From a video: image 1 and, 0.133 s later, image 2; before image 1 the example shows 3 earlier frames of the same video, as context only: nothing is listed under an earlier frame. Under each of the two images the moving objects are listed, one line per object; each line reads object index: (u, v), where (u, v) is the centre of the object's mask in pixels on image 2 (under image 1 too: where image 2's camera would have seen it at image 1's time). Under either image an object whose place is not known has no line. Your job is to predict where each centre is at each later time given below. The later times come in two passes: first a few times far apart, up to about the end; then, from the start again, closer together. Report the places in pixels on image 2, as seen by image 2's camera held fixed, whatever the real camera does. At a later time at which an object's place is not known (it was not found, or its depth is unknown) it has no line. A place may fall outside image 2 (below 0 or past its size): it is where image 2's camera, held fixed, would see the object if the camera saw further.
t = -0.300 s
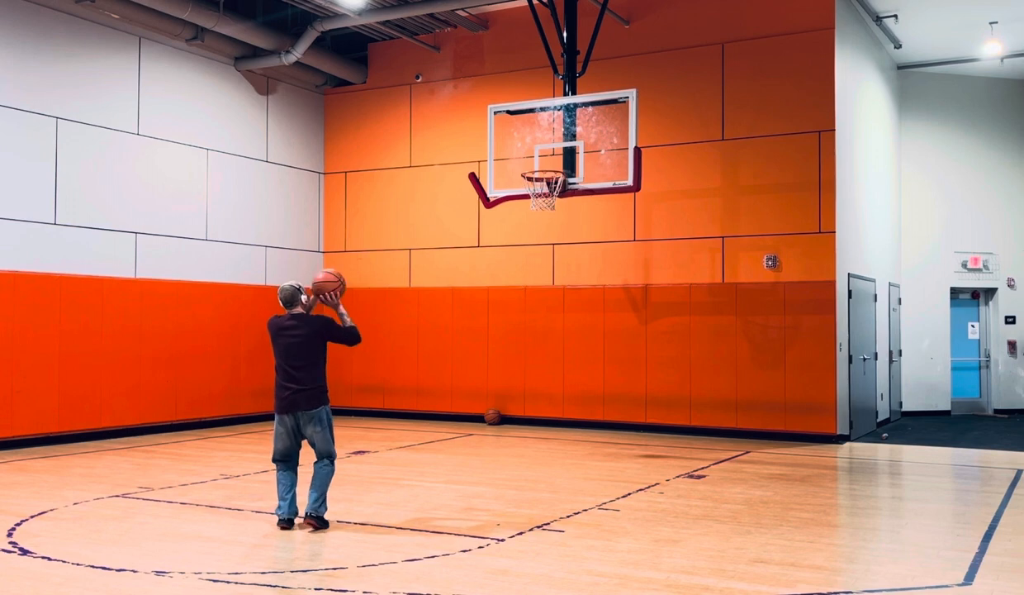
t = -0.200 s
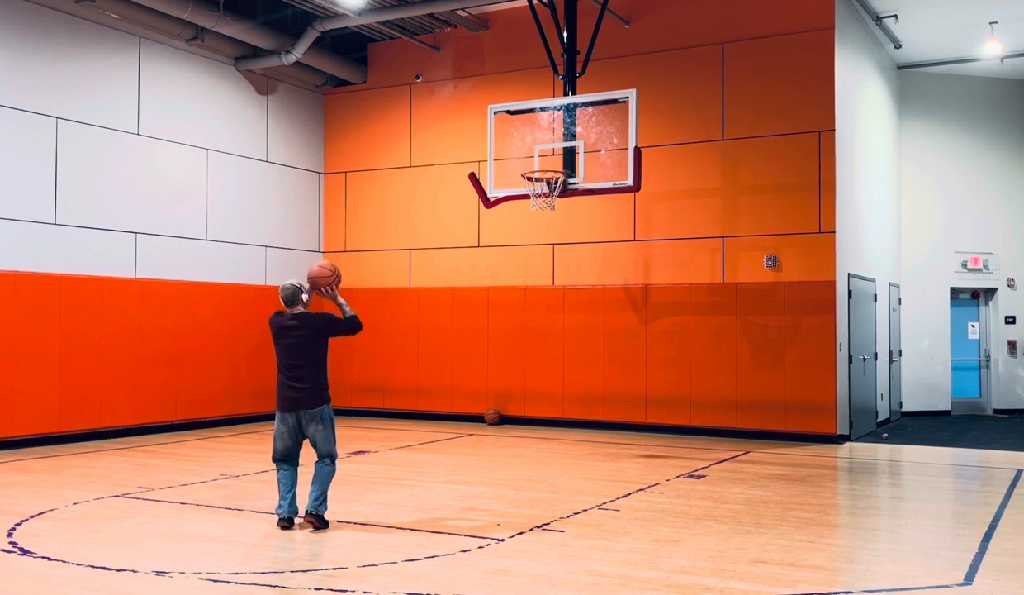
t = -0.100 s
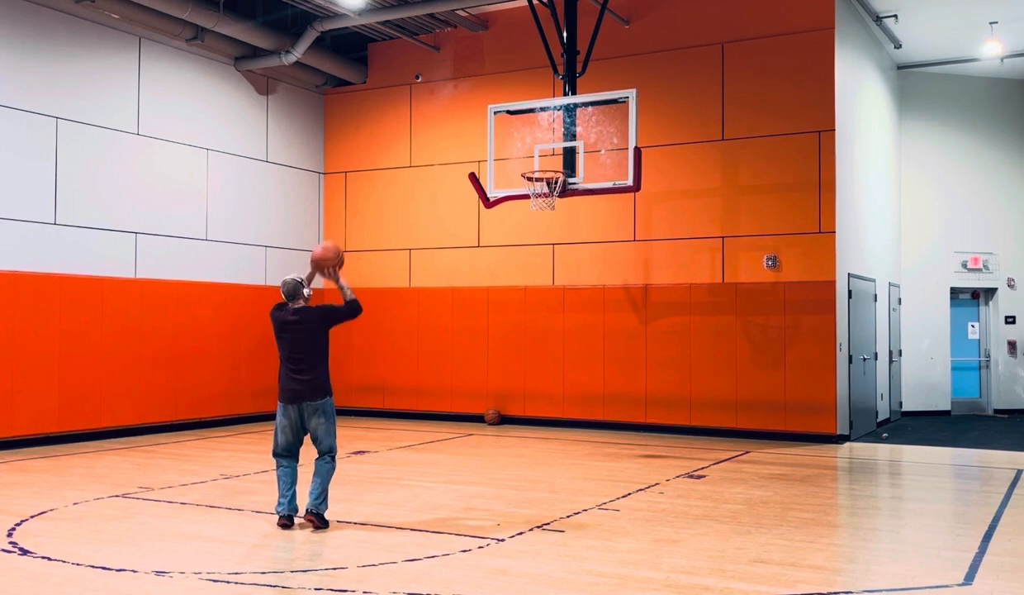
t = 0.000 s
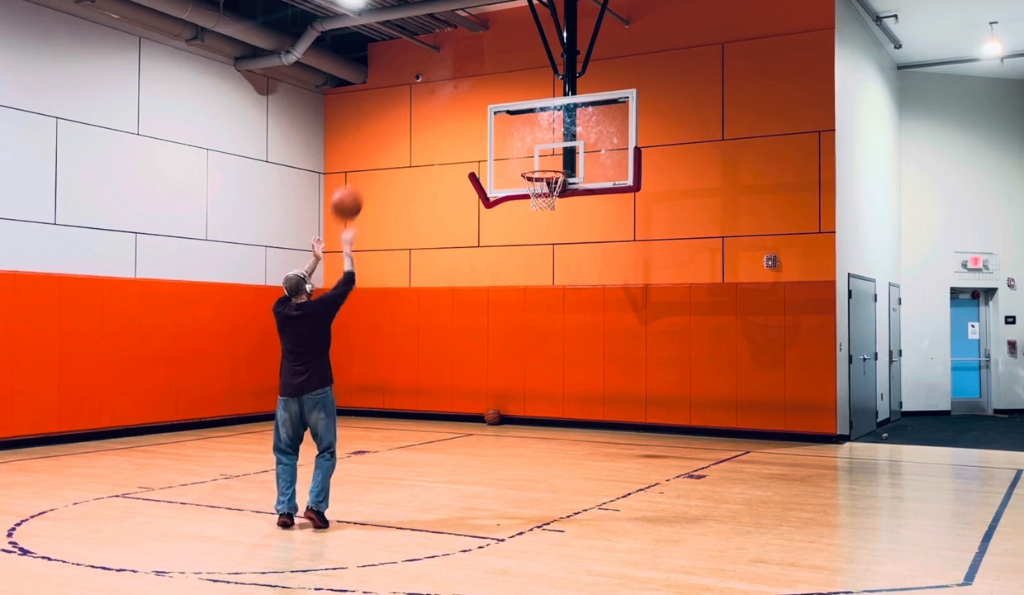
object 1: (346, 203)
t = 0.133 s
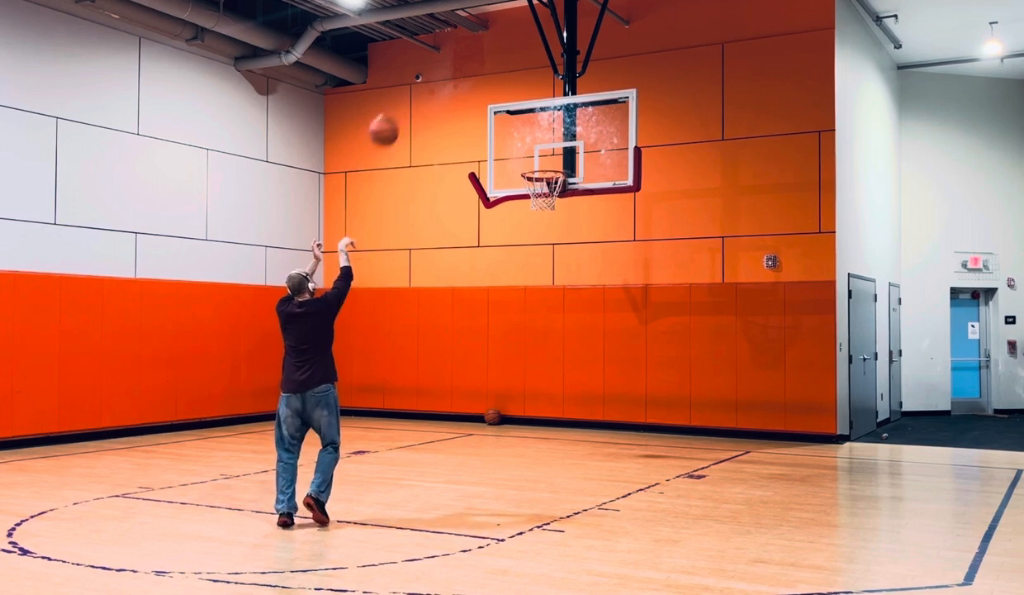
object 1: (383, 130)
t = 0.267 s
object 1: (415, 87)
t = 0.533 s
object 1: (470, 65)
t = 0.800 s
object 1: (516, 115)
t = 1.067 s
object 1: (548, 193)
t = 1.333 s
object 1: (547, 210)
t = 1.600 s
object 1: (535, 272)
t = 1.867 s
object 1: (523, 403)
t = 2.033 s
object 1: (514, 409)
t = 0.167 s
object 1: (392, 116)
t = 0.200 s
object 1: (400, 105)
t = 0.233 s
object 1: (408, 95)
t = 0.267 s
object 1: (415, 87)
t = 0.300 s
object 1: (423, 79)
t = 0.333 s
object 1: (430, 74)
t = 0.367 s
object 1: (437, 69)
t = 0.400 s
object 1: (442, 65)
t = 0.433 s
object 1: (450, 64)
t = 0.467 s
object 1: (457, 64)
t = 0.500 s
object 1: (463, 64)
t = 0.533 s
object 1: (470, 65)
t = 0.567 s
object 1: (477, 68)
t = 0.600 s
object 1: (483, 72)
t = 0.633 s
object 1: (488, 77)
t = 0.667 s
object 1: (494, 83)
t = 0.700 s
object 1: (499, 89)
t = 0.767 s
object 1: (510, 105)
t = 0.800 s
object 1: (516, 115)
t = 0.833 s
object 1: (521, 125)
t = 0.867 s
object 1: (525, 135)
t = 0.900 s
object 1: (530, 147)
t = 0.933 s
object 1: (535, 159)
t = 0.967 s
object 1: (539, 171)
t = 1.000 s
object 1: (544, 183)
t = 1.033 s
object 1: (548, 191)
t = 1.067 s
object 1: (548, 193)
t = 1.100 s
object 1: (548, 195)
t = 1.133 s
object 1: (548, 197)
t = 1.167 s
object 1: (548, 198)
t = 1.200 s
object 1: (548, 200)
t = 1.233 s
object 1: (548, 203)
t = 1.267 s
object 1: (548, 205)
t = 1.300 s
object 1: (548, 208)
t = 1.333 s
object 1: (547, 210)
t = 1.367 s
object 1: (546, 213)
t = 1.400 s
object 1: (545, 218)
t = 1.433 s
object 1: (543, 225)
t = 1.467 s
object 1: (542, 232)
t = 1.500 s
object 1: (540, 240)
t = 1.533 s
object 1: (538, 250)
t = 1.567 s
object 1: (537, 260)
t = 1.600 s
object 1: (535, 272)
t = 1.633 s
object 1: (534, 285)
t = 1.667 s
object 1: (532, 298)
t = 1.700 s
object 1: (531, 313)
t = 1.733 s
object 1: (529, 329)
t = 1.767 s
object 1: (528, 346)
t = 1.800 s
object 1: (526, 364)
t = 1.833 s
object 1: (525, 383)
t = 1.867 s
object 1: (523, 403)
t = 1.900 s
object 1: (521, 426)
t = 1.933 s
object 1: (519, 448)
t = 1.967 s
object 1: (518, 441)
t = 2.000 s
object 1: (516, 425)
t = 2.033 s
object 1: (514, 409)
